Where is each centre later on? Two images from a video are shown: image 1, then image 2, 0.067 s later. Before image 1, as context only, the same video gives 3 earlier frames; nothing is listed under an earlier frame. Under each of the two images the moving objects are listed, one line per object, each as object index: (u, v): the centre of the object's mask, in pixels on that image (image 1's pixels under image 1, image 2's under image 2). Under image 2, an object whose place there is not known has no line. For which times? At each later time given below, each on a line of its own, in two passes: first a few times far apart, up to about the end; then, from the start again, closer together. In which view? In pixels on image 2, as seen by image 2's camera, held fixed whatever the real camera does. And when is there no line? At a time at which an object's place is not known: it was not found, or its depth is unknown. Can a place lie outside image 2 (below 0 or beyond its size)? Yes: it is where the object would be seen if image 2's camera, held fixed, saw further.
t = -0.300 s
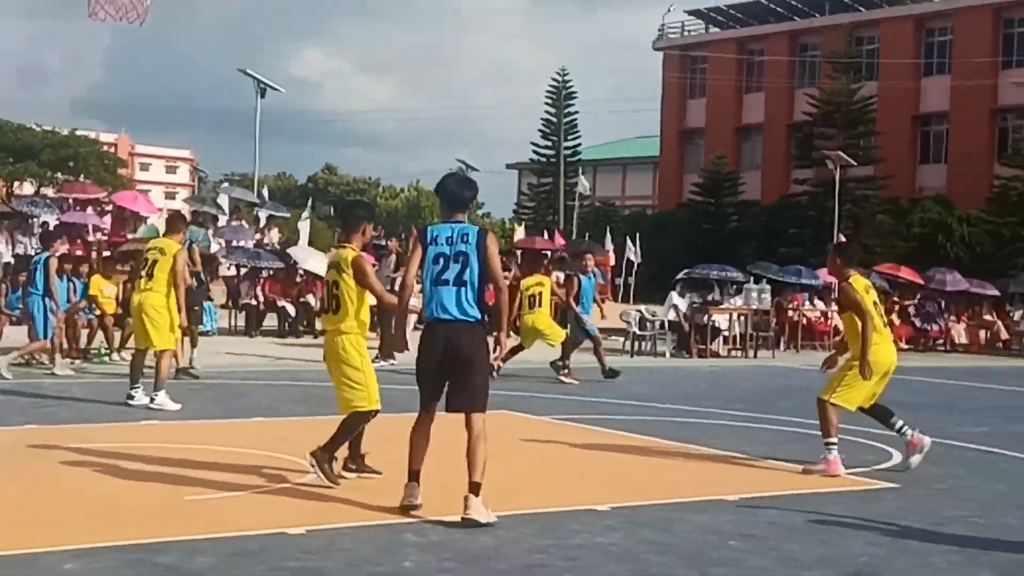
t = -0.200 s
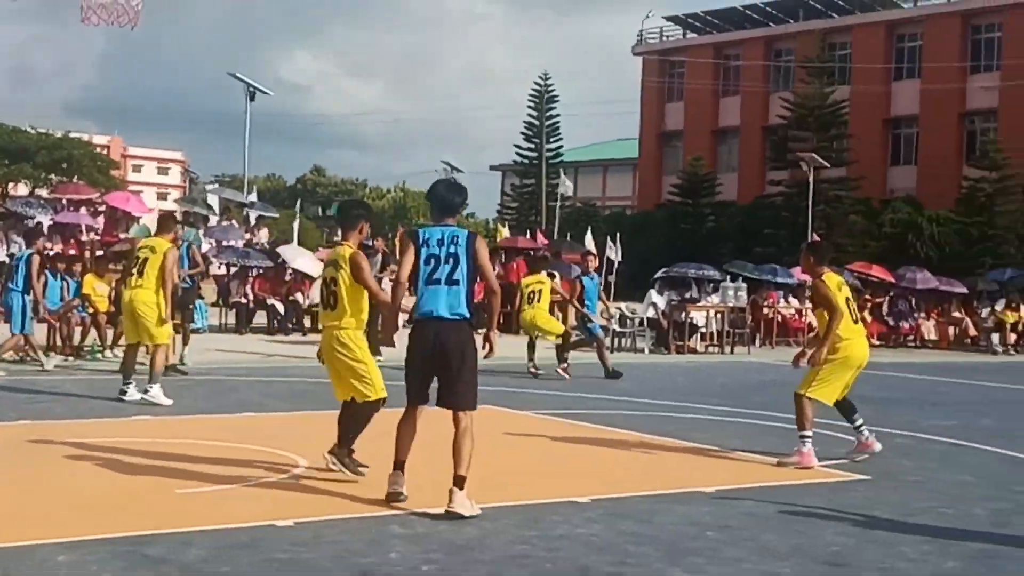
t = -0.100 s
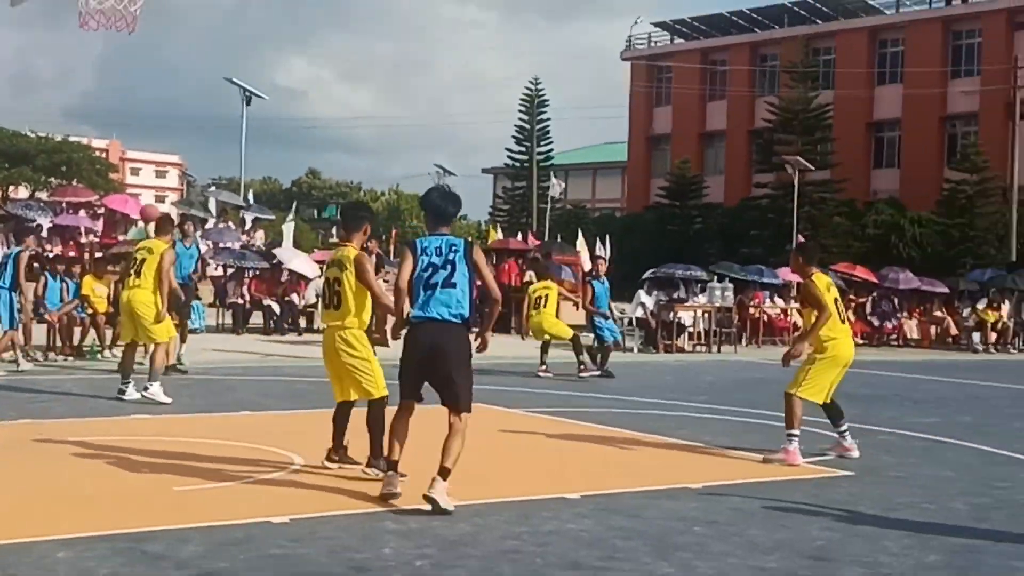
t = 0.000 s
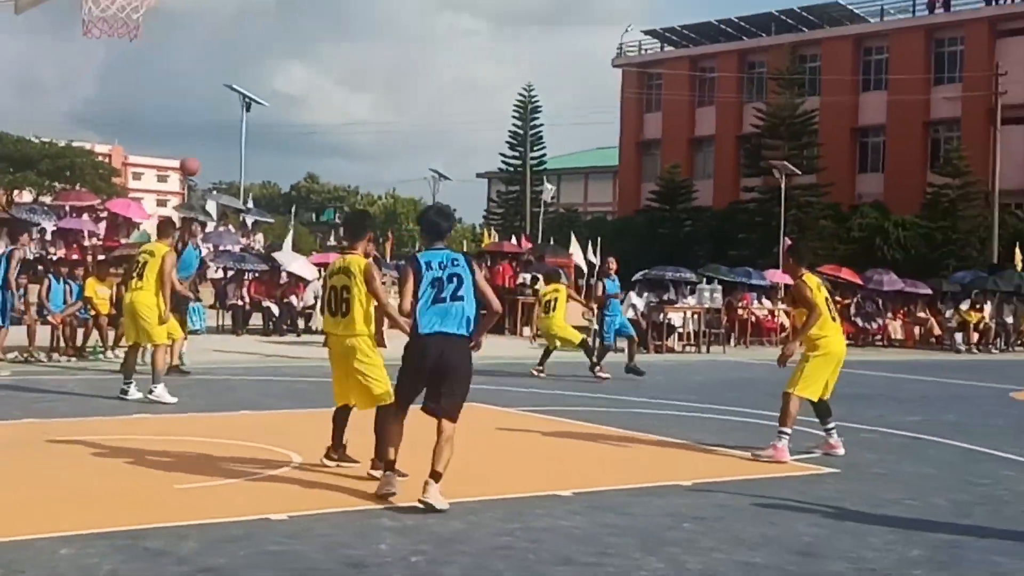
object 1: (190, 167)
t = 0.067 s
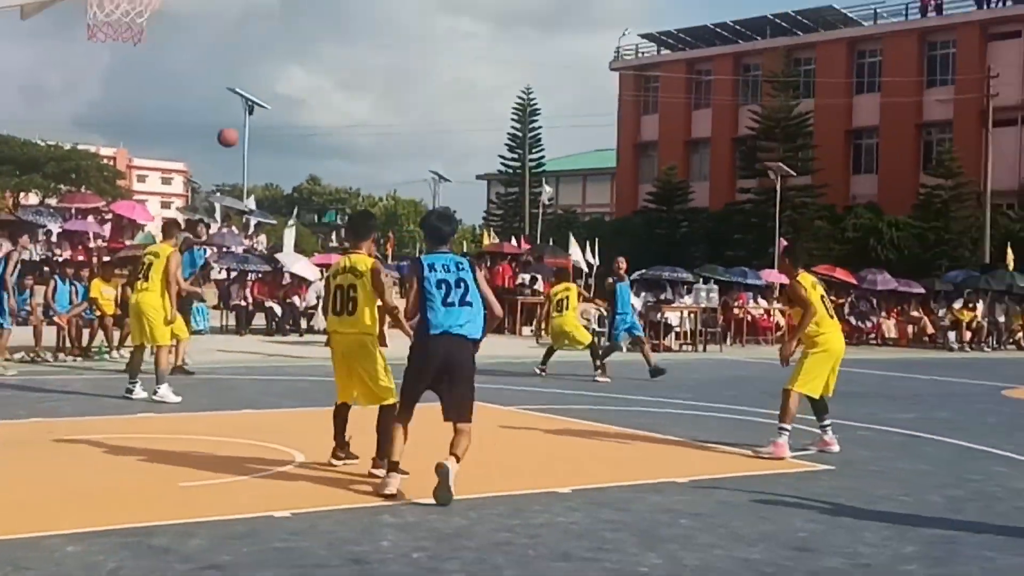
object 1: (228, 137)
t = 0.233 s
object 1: (319, 68)
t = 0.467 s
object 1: (465, -5)
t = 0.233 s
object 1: (319, 68)
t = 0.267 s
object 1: (339, 55)
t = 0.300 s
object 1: (359, 43)
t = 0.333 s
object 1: (379, 32)
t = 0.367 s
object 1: (400, 22)
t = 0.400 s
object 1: (421, 12)
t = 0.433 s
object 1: (443, 3)
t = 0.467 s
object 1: (465, -5)
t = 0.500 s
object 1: (488, -10)
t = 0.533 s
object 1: (511, -15)
